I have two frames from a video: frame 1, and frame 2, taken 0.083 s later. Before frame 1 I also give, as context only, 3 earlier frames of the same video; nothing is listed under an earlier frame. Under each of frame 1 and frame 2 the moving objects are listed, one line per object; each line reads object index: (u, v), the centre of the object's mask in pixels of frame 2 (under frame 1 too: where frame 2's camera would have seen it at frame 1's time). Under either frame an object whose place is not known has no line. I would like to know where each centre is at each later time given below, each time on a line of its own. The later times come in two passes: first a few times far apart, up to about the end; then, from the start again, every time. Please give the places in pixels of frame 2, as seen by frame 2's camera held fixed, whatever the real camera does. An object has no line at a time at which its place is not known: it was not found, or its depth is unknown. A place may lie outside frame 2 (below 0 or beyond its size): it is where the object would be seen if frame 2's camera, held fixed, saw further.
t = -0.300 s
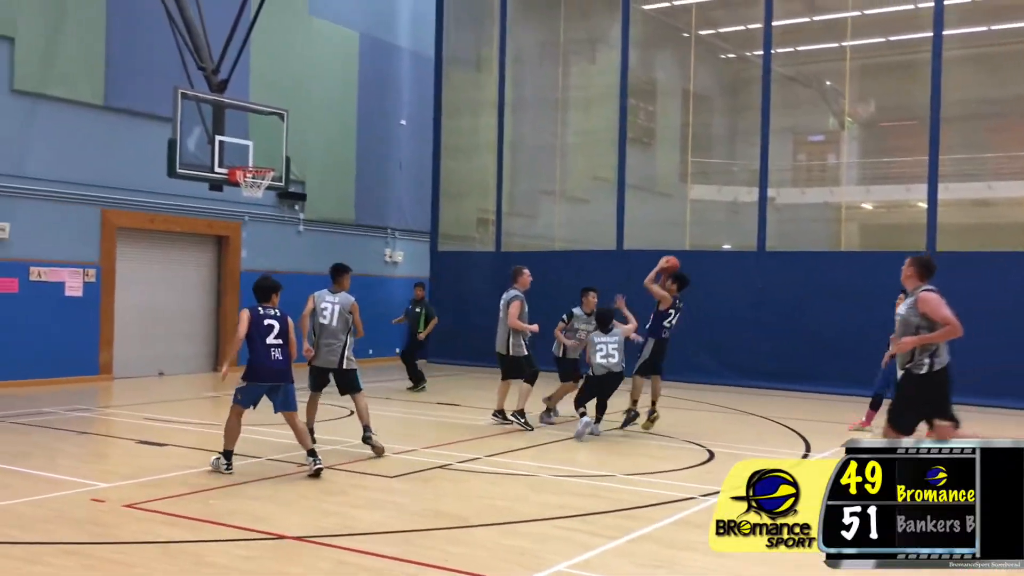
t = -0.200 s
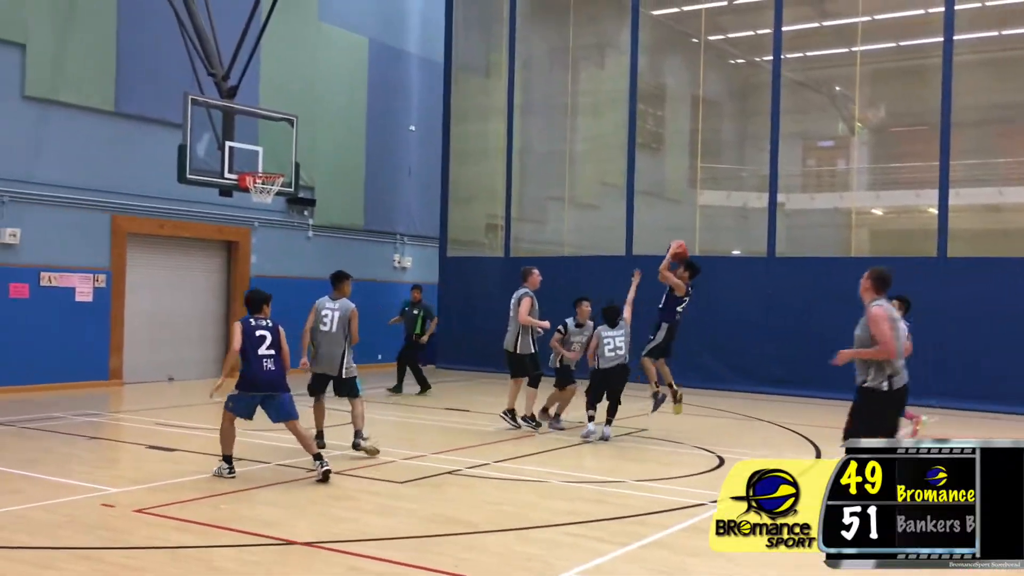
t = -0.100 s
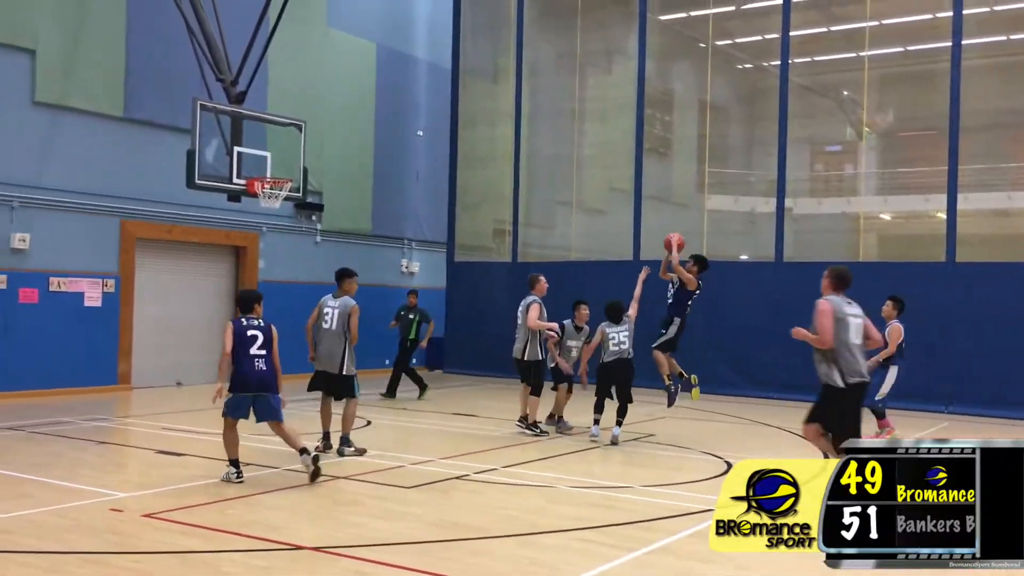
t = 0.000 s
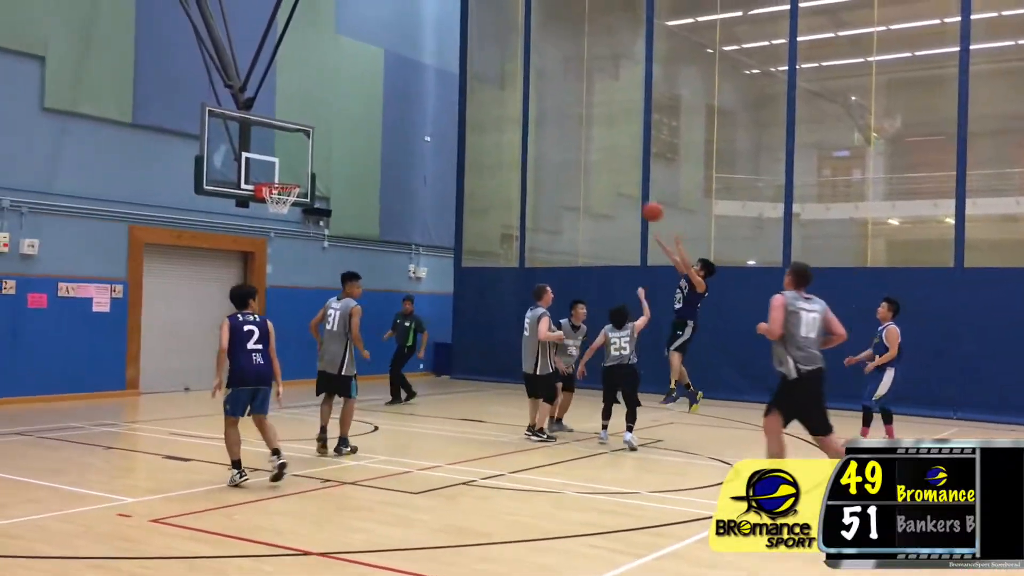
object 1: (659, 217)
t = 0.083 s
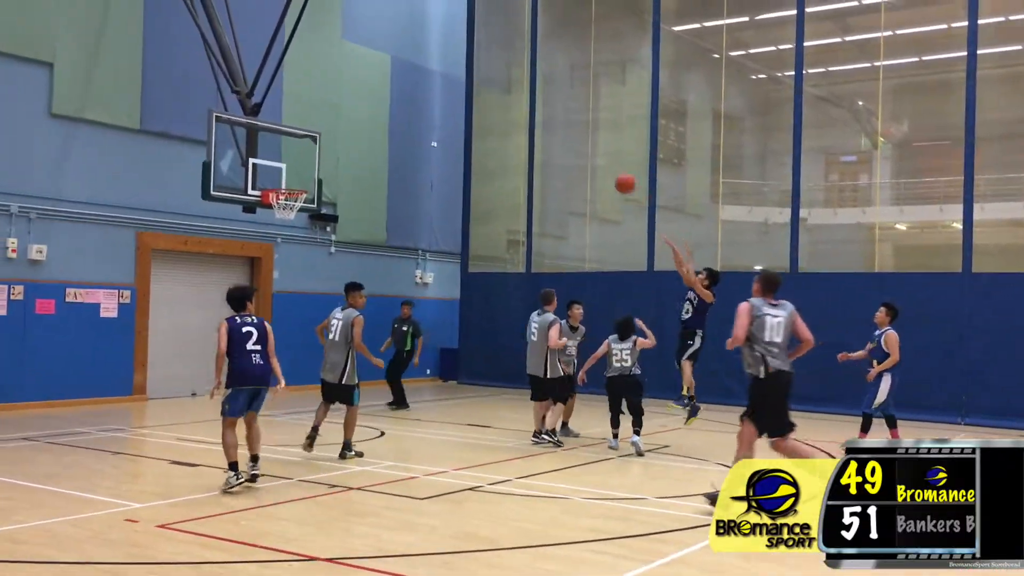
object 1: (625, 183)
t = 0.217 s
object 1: (573, 143)
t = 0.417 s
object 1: (496, 110)
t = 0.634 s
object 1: (416, 111)
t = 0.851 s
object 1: (337, 146)
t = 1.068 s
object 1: (282, 213)
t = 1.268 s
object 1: (293, 297)
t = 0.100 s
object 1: (618, 178)
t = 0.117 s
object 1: (612, 172)
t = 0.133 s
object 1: (605, 166)
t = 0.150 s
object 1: (599, 161)
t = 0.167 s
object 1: (592, 156)
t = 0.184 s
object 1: (585, 151)
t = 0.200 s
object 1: (579, 147)
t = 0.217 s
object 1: (573, 143)
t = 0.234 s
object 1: (566, 139)
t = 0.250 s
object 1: (560, 135)
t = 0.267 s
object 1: (554, 132)
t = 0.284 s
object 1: (548, 128)
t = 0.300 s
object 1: (542, 126)
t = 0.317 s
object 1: (535, 122)
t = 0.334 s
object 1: (528, 120)
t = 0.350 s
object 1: (521, 118)
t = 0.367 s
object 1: (515, 116)
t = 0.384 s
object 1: (509, 113)
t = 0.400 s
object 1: (503, 112)
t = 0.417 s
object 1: (496, 110)
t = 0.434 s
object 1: (490, 109)
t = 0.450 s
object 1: (483, 108)
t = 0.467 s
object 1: (477, 107)
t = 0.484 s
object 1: (471, 107)
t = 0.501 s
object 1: (465, 106)
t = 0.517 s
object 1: (458, 106)
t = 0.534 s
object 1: (453, 106)
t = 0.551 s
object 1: (446, 106)
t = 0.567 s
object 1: (440, 107)
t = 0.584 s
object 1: (434, 107)
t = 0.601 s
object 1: (428, 109)
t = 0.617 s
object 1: (422, 110)
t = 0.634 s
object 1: (416, 111)
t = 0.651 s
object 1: (409, 113)
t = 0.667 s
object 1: (403, 114)
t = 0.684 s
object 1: (397, 116)
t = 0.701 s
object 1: (391, 118)
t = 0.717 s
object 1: (385, 120)
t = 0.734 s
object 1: (379, 123)
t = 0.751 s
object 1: (373, 126)
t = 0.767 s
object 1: (367, 128)
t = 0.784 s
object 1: (361, 132)
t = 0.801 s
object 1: (355, 135)
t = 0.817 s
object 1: (349, 139)
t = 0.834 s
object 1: (342, 142)
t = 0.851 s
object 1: (337, 146)
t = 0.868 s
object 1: (331, 151)
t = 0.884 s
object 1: (326, 155)
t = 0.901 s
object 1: (319, 160)
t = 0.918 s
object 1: (313, 164)
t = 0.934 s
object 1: (307, 170)
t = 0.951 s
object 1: (301, 174)
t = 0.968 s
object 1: (296, 179)
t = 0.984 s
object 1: (290, 184)
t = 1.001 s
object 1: (285, 187)
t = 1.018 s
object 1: (280, 196)
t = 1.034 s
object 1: (280, 200)
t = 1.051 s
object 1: (282, 208)
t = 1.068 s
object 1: (282, 213)
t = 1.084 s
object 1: (283, 220)
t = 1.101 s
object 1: (284, 226)
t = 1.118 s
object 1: (286, 232)
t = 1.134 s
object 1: (286, 239)
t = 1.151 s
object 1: (288, 246)
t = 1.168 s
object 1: (289, 252)
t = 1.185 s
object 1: (289, 259)
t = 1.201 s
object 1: (290, 267)
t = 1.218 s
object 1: (290, 274)
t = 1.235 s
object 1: (292, 281)
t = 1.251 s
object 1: (292, 288)
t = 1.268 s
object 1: (293, 297)
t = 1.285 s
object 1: (295, 305)
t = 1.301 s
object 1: (295, 313)
